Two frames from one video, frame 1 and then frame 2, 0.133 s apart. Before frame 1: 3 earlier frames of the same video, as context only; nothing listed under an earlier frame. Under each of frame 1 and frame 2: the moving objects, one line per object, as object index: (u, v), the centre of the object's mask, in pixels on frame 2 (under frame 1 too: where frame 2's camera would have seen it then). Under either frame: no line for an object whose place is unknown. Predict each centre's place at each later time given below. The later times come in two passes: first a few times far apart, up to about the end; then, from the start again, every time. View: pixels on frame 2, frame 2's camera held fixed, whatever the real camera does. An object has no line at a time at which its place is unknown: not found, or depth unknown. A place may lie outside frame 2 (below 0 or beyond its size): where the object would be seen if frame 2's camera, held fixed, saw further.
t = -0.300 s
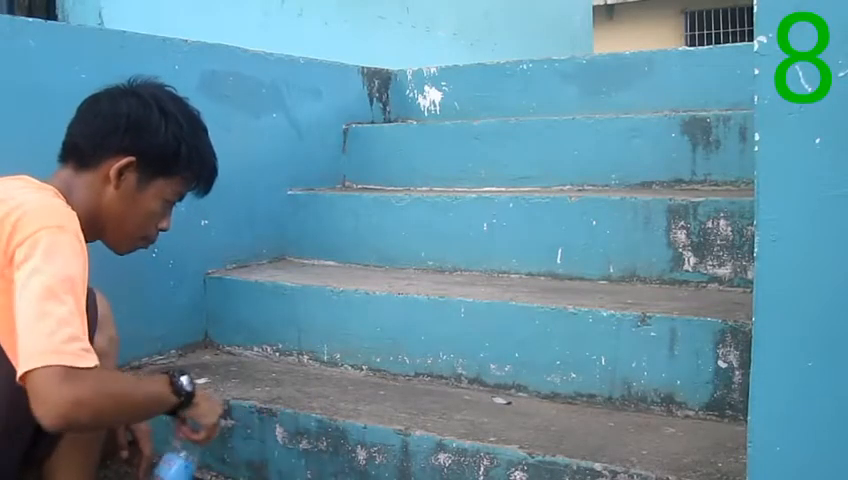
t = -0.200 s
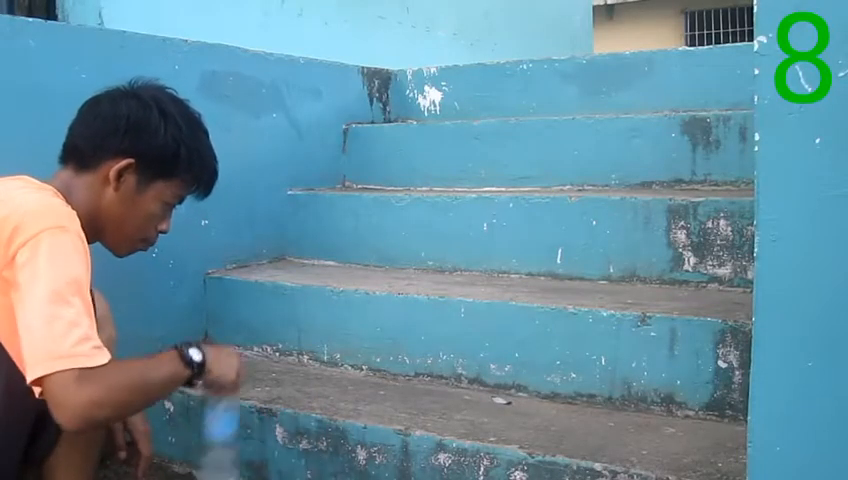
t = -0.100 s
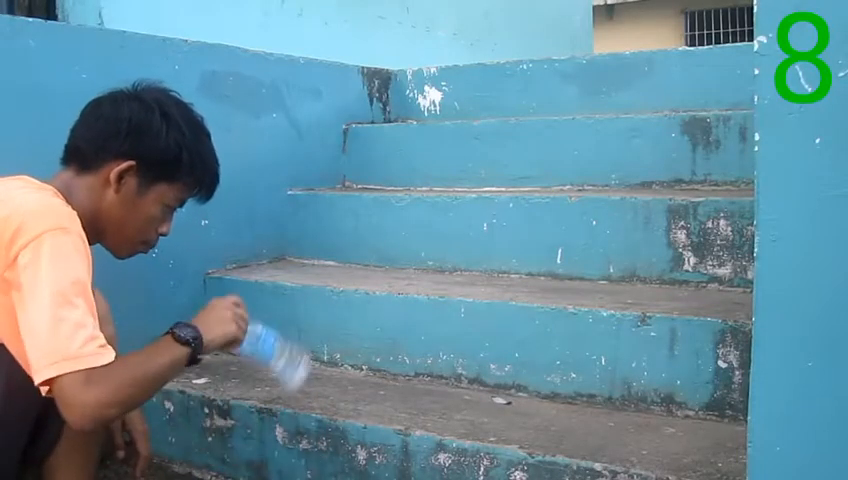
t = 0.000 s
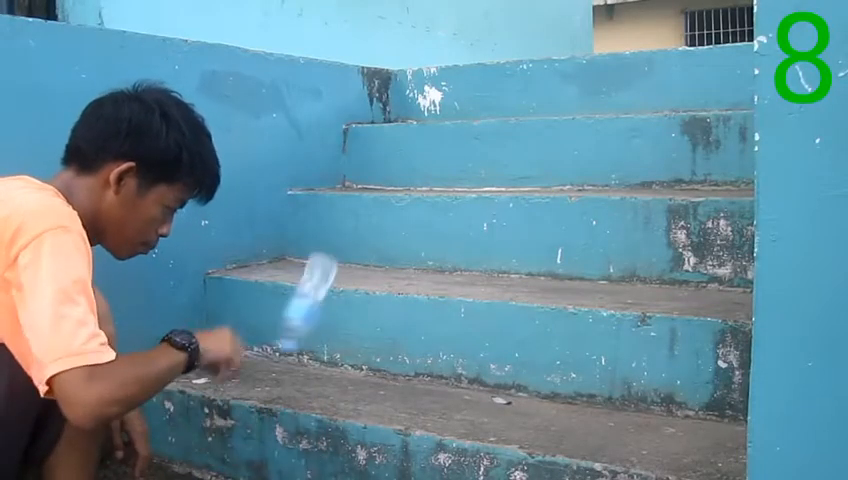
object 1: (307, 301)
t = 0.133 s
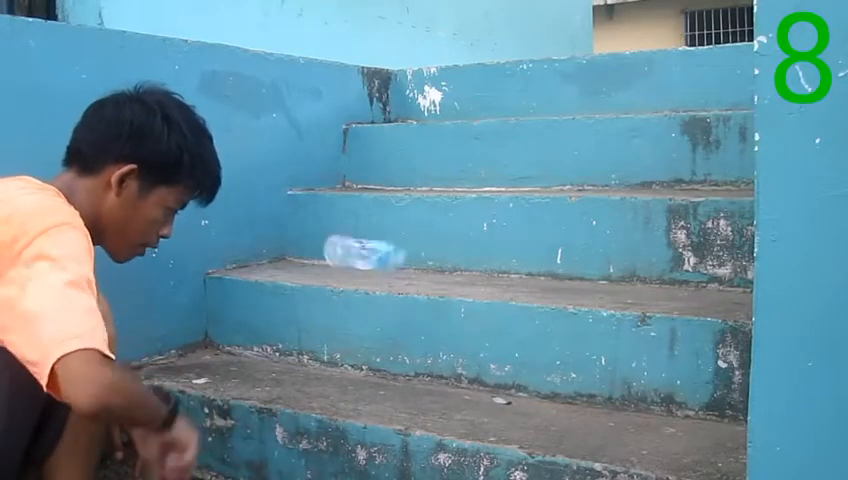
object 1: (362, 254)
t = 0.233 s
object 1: (384, 285)
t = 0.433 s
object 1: (394, 346)
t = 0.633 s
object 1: (402, 346)
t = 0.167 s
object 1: (369, 257)
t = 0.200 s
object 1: (377, 268)
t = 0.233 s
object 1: (384, 285)
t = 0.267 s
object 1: (391, 308)
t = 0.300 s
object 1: (396, 334)
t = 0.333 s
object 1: (399, 345)
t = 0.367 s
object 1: (398, 346)
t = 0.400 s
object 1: (396, 346)
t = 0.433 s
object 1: (394, 346)
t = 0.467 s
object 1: (394, 347)
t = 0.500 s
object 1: (394, 346)
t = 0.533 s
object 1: (396, 346)
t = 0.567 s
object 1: (399, 346)
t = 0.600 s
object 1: (402, 346)
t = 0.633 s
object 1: (402, 346)
